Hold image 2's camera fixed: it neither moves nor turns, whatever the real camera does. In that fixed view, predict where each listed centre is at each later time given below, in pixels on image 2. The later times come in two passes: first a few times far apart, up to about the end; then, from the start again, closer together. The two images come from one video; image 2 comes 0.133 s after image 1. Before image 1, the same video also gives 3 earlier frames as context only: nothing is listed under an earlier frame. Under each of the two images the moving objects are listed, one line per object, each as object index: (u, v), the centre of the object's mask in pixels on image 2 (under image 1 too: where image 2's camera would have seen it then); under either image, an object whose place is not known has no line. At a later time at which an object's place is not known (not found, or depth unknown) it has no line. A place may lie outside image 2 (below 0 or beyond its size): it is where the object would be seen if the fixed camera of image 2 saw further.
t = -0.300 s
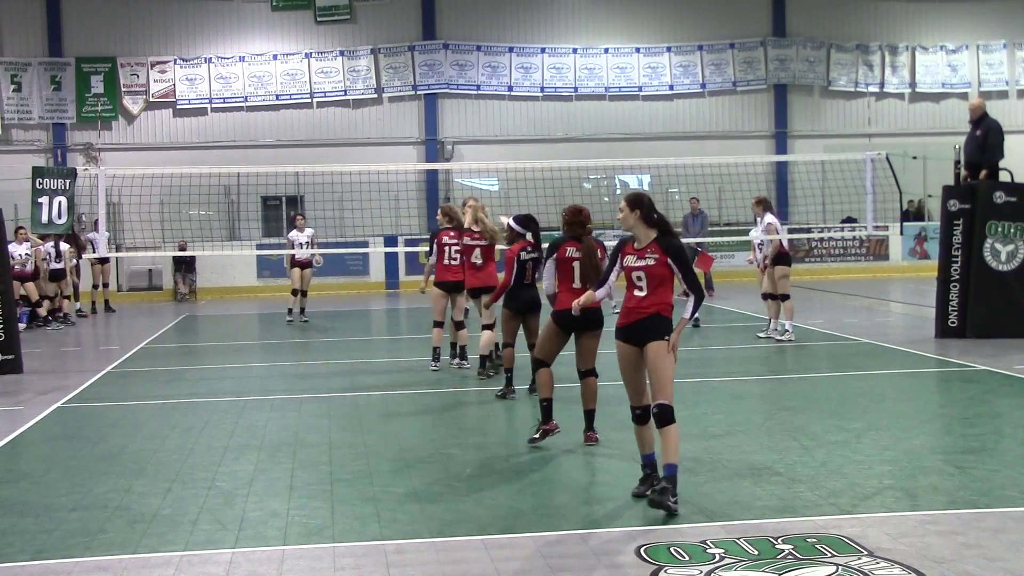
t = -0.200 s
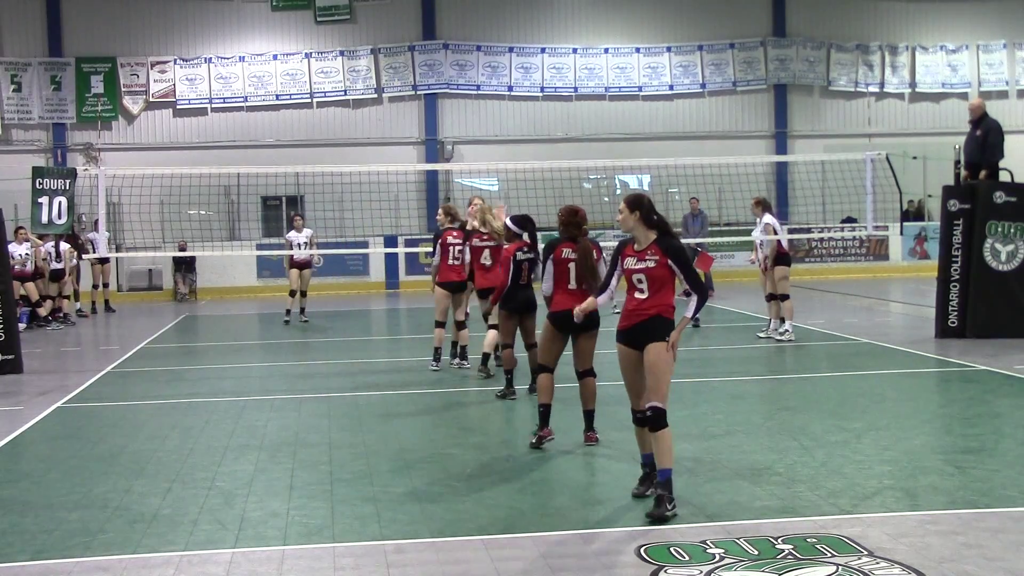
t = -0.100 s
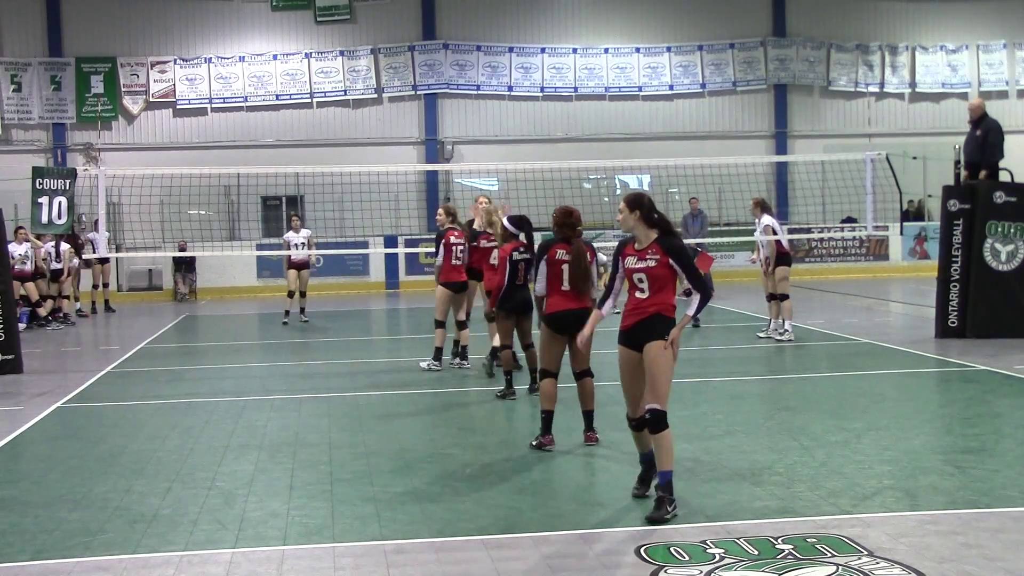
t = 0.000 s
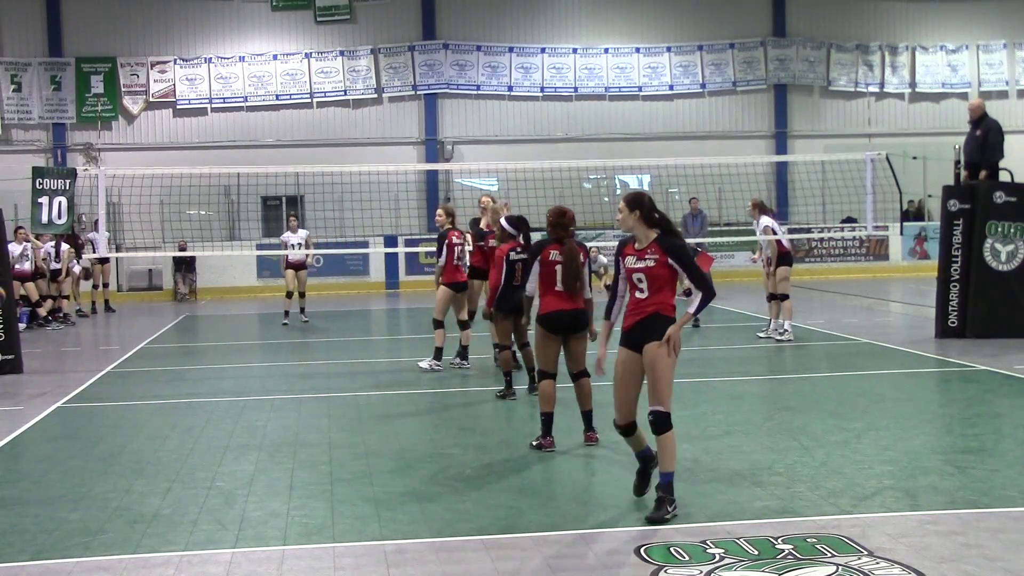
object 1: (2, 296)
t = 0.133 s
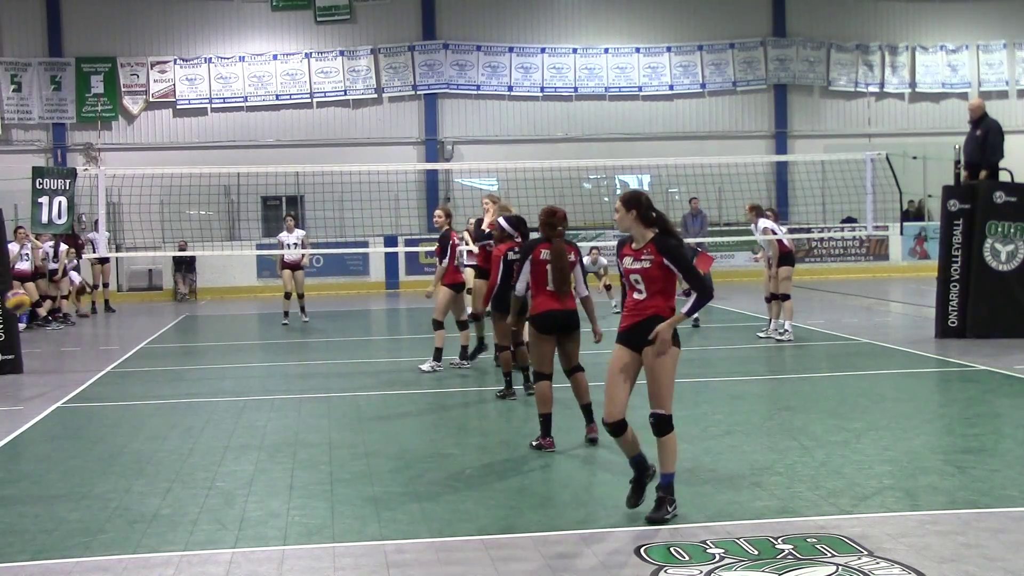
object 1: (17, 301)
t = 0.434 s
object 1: (82, 393)
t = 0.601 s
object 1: (113, 386)
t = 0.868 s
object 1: (159, 359)
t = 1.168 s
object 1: (223, 447)
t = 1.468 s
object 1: (290, 407)
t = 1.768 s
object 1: (376, 491)
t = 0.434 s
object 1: (82, 393)
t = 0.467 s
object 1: (90, 412)
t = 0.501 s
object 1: (97, 419)
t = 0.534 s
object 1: (102, 406)
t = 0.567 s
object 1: (108, 396)
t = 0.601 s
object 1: (113, 386)
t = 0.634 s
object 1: (118, 378)
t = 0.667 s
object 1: (124, 371)
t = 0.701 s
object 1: (129, 366)
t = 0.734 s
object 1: (135, 361)
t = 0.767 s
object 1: (142, 358)
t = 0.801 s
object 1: (147, 357)
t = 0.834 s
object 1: (152, 357)
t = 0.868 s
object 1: (159, 359)
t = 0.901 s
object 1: (166, 362)
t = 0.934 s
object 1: (172, 366)
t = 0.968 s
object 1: (180, 373)
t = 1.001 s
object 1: (186, 381)
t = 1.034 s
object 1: (192, 390)
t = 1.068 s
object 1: (200, 401)
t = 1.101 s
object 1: (207, 415)
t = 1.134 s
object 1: (215, 429)
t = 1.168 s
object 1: (223, 447)
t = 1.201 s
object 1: (230, 454)
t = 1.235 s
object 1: (237, 442)
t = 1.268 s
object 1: (244, 433)
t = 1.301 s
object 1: (251, 424)
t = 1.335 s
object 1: (259, 418)
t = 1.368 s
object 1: (267, 413)
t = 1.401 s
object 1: (274, 409)
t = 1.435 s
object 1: (282, 407)
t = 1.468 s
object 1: (290, 407)
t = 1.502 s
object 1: (299, 408)
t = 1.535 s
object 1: (308, 411)
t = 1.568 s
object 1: (317, 416)
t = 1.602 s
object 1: (326, 424)
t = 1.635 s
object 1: (335, 433)
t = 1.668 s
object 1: (344, 444)
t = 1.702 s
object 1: (355, 457)
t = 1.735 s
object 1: (365, 473)
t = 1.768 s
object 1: (376, 491)
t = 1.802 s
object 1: (386, 492)
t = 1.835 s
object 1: (395, 483)
